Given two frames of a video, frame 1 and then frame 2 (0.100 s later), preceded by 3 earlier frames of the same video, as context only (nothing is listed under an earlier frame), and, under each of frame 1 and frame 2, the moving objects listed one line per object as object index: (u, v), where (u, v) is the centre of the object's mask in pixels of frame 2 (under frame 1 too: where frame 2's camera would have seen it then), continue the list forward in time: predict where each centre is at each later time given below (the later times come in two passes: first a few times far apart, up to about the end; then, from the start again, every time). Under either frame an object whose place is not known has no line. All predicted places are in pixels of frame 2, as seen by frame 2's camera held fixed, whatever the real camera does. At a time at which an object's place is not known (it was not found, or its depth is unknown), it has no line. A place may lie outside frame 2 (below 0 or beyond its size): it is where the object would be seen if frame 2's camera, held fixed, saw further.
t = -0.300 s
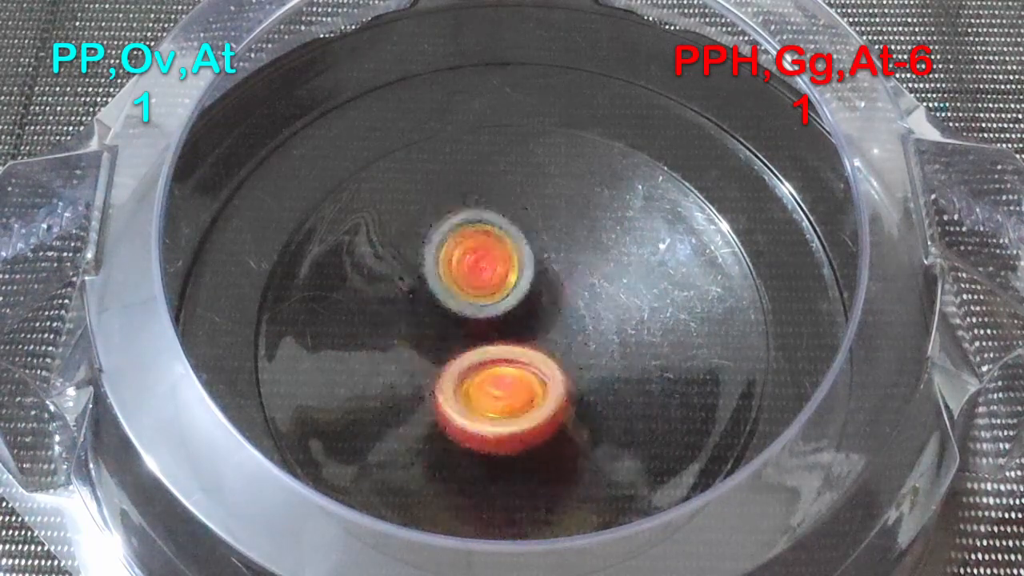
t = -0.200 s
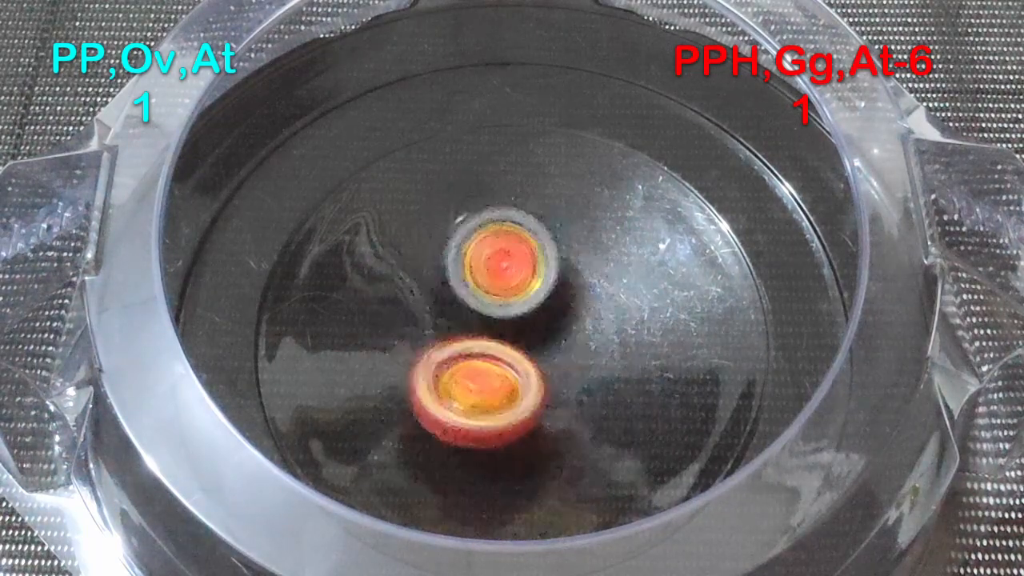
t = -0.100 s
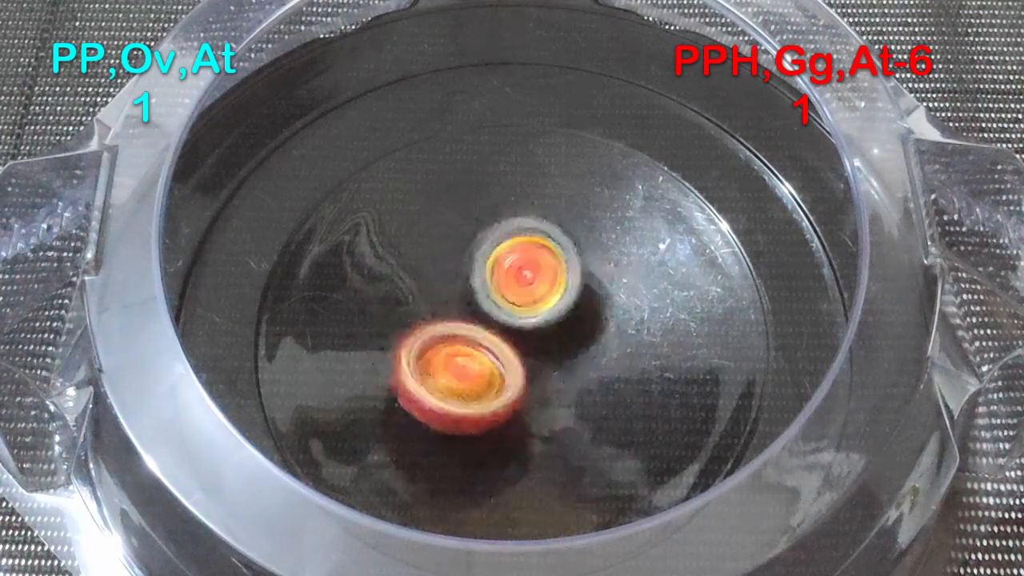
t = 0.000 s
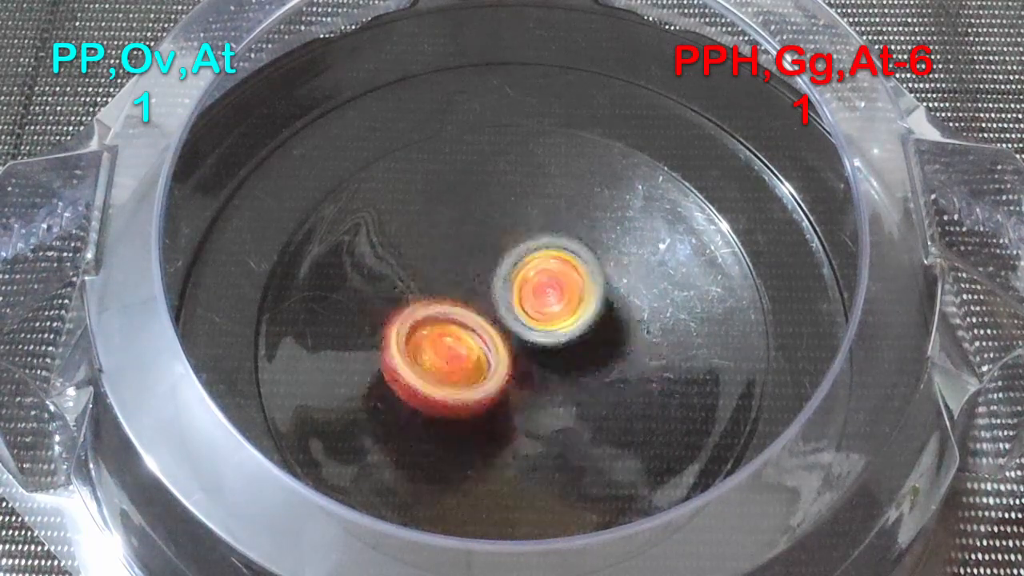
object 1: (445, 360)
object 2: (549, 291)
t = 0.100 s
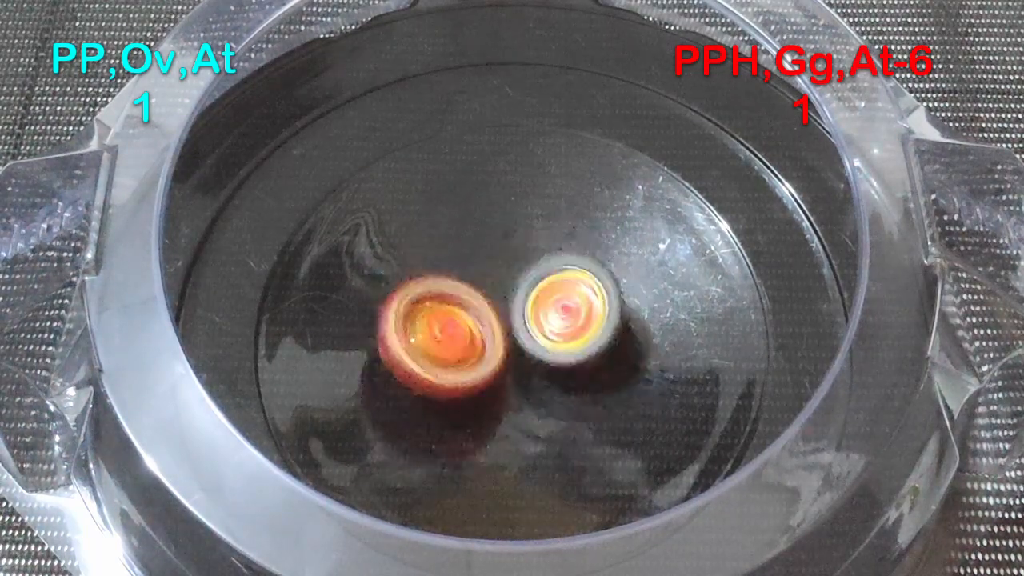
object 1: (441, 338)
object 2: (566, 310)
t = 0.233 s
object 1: (450, 309)
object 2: (574, 344)
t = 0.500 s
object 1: (504, 277)
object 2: (533, 392)
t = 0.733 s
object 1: (556, 287)
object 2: (476, 385)
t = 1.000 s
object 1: (582, 336)
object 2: (450, 325)
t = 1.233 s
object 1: (554, 377)
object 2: (481, 275)
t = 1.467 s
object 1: (497, 383)
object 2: (530, 268)
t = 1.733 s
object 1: (439, 350)
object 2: (572, 311)
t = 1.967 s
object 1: (446, 305)
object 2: (555, 370)
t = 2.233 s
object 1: (502, 281)
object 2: (504, 399)
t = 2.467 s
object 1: (555, 299)
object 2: (457, 371)
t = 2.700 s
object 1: (577, 342)
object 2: (443, 322)
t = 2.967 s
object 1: (535, 391)
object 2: (490, 276)
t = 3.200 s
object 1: (475, 382)
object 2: (546, 288)
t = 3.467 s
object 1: (449, 323)
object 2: (570, 350)
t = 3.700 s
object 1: (493, 280)
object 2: (526, 402)
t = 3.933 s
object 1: (549, 295)
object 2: (469, 386)
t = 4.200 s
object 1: (559, 359)
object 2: (441, 306)
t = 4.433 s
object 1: (509, 394)
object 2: (490, 275)
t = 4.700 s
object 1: (455, 364)
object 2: (567, 309)
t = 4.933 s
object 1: (464, 303)
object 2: (574, 367)
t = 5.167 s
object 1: (519, 279)
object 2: (503, 401)
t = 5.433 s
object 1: (561, 324)
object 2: (453, 377)
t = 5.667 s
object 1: (543, 383)
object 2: (430, 324)
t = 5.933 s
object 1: (465, 395)
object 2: (442, 293)
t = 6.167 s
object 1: (417, 369)
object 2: (478, 301)
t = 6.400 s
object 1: (412, 334)
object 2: (520, 351)
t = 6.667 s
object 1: (422, 316)
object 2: (522, 343)
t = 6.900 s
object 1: (426, 317)
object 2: (523, 342)
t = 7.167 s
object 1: (426, 317)
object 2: (523, 342)
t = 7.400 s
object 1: (426, 317)
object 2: (523, 342)
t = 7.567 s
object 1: (426, 317)
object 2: (523, 342)
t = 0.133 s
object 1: (442, 332)
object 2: (570, 319)
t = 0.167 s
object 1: (443, 324)
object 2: (573, 327)
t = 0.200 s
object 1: (446, 317)
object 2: (574, 337)
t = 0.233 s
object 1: (450, 309)
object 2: (574, 344)
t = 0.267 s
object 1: (455, 303)
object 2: (572, 352)
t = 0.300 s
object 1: (461, 297)
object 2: (570, 360)
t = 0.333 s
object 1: (467, 292)
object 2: (566, 367)
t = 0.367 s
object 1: (474, 288)
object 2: (563, 374)
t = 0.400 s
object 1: (481, 284)
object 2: (556, 379)
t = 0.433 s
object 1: (488, 282)
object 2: (549, 385)
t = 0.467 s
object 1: (496, 279)
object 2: (542, 389)
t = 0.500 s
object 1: (504, 277)
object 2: (533, 392)
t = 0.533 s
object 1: (512, 276)
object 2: (524, 395)
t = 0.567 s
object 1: (520, 275)
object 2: (516, 395)
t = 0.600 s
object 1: (529, 276)
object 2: (509, 395)
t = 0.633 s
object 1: (536, 277)
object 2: (499, 393)
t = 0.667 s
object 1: (543, 280)
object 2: (492, 392)
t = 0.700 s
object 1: (551, 283)
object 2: (483, 388)
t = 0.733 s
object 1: (556, 287)
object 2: (476, 385)
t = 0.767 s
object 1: (563, 291)
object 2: (470, 379)
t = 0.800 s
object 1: (567, 295)
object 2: (464, 373)
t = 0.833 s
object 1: (572, 302)
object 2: (459, 365)
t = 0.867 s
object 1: (576, 308)
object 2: (455, 358)
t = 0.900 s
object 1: (579, 314)
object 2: (453, 351)
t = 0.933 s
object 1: (580, 321)
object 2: (451, 342)
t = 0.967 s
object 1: (581, 328)
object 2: (450, 334)
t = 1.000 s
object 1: (582, 336)
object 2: (450, 325)
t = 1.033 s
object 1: (580, 343)
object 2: (451, 317)
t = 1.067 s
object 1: (578, 350)
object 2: (453, 309)
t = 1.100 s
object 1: (575, 356)
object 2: (457, 302)
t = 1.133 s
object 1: (570, 362)
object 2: (462, 295)
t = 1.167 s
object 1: (565, 367)
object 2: (467, 288)
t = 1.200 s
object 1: (559, 373)
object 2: (474, 281)
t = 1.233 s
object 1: (554, 377)
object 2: (481, 275)
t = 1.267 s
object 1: (546, 380)
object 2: (488, 271)
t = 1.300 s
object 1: (539, 383)
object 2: (493, 267)
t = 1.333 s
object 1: (530, 385)
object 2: (502, 265)
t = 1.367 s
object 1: (522, 386)
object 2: (510, 263)
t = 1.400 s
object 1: (514, 385)
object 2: (516, 264)
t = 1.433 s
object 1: (504, 384)
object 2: (524, 264)
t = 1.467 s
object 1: (497, 383)
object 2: (530, 268)
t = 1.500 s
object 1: (488, 380)
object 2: (537, 270)
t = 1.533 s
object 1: (482, 377)
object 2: (543, 275)
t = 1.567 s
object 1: (472, 373)
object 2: (551, 280)
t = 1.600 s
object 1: (463, 370)
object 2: (559, 283)
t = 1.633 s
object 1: (454, 365)
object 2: (566, 289)
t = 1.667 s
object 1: (448, 361)
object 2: (568, 295)
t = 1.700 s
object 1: (443, 356)
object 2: (570, 303)
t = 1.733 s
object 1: (439, 350)
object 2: (572, 311)
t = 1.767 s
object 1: (436, 344)
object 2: (573, 318)
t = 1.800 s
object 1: (436, 339)
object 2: (571, 327)
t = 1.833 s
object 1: (436, 332)
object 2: (568, 337)
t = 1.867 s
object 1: (437, 326)
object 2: (565, 343)
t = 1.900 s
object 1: (438, 319)
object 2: (560, 354)
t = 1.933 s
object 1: (441, 312)
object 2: (558, 362)
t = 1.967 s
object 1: (446, 305)
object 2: (555, 370)
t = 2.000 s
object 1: (450, 301)
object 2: (550, 376)
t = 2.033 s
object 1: (456, 294)
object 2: (546, 383)
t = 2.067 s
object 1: (462, 290)
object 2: (539, 389)
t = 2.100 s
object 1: (469, 287)
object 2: (533, 393)
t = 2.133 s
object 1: (477, 283)
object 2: (527, 396)
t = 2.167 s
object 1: (486, 282)
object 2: (520, 398)
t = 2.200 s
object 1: (493, 281)
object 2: (513, 399)
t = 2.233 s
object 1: (502, 281)
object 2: (504, 399)
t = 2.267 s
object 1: (510, 281)
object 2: (496, 396)
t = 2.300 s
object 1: (519, 282)
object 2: (488, 395)
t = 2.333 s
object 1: (527, 284)
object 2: (480, 392)
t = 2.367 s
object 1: (535, 286)
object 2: (473, 387)
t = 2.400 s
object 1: (542, 289)
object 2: (466, 382)
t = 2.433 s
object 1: (550, 294)
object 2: (461, 377)
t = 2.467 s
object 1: (555, 299)
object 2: (457, 371)
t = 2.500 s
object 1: (564, 303)
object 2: (448, 363)
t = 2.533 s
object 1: (573, 308)
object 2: (439, 357)
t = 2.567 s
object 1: (577, 314)
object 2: (436, 351)
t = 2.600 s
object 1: (578, 320)
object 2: (435, 345)
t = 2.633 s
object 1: (580, 327)
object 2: (436, 337)
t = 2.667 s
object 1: (579, 334)
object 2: (438, 330)
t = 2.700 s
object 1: (577, 342)
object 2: (443, 322)
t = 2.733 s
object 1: (574, 348)
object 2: (448, 314)
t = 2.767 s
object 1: (570, 356)
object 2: (455, 308)
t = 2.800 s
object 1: (565, 363)
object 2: (459, 301)
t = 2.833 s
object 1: (562, 369)
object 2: (463, 291)
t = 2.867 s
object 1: (555, 373)
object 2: (471, 288)
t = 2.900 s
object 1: (549, 380)
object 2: (475, 283)
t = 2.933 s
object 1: (542, 388)
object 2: (482, 278)
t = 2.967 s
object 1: (535, 391)
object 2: (490, 276)
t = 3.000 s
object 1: (526, 393)
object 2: (499, 274)
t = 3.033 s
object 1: (518, 394)
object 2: (507, 274)
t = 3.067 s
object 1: (509, 393)
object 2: (515, 274)
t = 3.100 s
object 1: (501, 393)
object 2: (522, 277)
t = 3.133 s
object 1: (491, 390)
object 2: (529, 280)
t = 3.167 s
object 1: (482, 386)
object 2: (537, 285)
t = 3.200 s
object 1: (475, 382)
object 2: (546, 288)
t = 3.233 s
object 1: (467, 376)
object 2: (553, 296)
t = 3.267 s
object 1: (460, 371)
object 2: (561, 300)
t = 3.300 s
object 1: (454, 364)
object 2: (566, 309)
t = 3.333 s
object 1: (451, 356)
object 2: (570, 316)
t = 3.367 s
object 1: (449, 348)
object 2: (572, 325)
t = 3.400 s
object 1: (448, 338)
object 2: (573, 333)
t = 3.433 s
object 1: (448, 331)
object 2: (572, 340)
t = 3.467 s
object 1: (449, 323)
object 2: (570, 350)
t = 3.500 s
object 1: (452, 315)
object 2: (566, 359)
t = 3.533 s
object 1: (456, 308)
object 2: (562, 366)
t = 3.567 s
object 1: (461, 301)
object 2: (558, 374)
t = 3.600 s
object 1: (468, 290)
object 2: (551, 384)
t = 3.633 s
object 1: (477, 285)
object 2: (543, 392)
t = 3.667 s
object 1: (485, 282)
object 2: (532, 399)
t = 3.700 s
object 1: (493, 280)
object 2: (526, 402)
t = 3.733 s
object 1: (501, 280)
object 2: (518, 405)
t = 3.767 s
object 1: (510, 279)
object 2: (507, 405)
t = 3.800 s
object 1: (519, 281)
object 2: (497, 404)
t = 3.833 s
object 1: (526, 282)
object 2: (490, 402)
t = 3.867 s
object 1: (535, 285)
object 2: (482, 397)
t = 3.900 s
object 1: (541, 290)
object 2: (475, 392)
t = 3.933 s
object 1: (549, 295)
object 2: (469, 386)
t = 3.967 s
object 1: (555, 300)
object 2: (464, 378)
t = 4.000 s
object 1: (562, 305)
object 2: (454, 369)
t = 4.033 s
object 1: (566, 313)
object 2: (449, 359)
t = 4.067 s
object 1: (567, 322)
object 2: (445, 349)
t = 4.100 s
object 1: (569, 331)
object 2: (441, 337)
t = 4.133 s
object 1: (567, 341)
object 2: (439, 325)
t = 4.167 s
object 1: (565, 349)
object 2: (439, 317)
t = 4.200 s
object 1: (559, 359)
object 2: (441, 306)
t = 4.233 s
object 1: (553, 368)
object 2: (444, 298)
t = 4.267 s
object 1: (547, 375)
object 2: (450, 291)
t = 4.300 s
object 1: (541, 381)
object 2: (457, 283)
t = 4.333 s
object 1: (533, 386)
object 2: (463, 280)
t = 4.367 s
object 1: (525, 390)
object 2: (473, 277)
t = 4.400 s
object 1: (515, 393)
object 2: (481, 273)
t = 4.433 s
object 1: (509, 394)
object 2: (490, 275)
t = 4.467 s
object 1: (501, 394)
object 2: (499, 275)
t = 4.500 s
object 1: (491, 392)
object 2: (508, 277)
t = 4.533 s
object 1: (484, 390)
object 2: (519, 280)
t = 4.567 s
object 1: (477, 386)
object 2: (528, 285)
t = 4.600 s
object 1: (473, 382)
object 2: (539, 292)
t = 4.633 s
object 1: (467, 376)
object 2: (547, 297)
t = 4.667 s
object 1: (460, 370)
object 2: (556, 305)
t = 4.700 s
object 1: (455, 364)
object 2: (567, 309)
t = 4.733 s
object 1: (452, 356)
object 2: (575, 319)
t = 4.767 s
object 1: (450, 347)
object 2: (581, 326)
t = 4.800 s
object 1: (451, 338)
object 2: (583, 336)
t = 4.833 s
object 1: (452, 329)
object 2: (586, 345)
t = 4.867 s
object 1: (455, 319)
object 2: (583, 352)
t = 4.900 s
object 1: (459, 311)
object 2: (580, 359)
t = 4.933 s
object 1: (464, 303)
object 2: (574, 367)
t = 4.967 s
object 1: (472, 296)
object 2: (567, 372)
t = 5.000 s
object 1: (479, 291)
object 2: (557, 378)
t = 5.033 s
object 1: (485, 287)
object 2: (546, 385)
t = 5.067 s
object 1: (494, 280)
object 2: (538, 391)
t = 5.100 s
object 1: (502, 279)
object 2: (525, 396)
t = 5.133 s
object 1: (510, 278)
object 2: (517, 398)
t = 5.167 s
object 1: (519, 279)
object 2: (503, 401)
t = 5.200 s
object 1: (526, 281)
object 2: (491, 401)
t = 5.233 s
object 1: (534, 284)
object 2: (484, 401)
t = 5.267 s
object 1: (541, 289)
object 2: (474, 398)
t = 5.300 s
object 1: (545, 294)
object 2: (469, 396)
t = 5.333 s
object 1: (551, 300)
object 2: (462, 391)
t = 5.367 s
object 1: (555, 307)
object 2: (456, 387)
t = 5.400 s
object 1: (558, 317)
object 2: (454, 381)
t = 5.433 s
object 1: (561, 324)
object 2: (453, 377)
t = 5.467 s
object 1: (563, 333)
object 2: (443, 369)
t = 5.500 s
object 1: (562, 345)
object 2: (438, 361)
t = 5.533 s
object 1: (562, 353)
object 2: (436, 353)
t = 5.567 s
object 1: (558, 364)
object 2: (432, 344)
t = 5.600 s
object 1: (554, 371)
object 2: (429, 334)
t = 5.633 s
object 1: (548, 378)
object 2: (429, 329)
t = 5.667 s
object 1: (543, 383)
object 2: (430, 324)
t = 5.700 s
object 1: (534, 387)
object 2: (431, 322)
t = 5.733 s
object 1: (527, 389)
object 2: (435, 320)
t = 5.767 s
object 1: (517, 391)
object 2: (438, 319)
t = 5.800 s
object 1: (509, 393)
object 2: (440, 315)
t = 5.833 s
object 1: (495, 395)
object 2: (442, 306)
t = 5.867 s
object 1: (483, 397)
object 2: (443, 300)
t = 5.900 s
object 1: (473, 395)
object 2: (442, 295)
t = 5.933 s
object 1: (465, 395)
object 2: (442, 293)
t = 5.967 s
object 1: (456, 394)
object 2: (442, 292)
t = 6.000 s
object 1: (449, 392)
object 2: (445, 289)
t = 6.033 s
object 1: (441, 391)
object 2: (448, 287)
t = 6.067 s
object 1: (434, 387)
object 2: (453, 290)
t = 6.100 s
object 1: (429, 382)
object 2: (461, 292)
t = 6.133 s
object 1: (422, 376)
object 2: (469, 295)
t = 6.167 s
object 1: (417, 369)
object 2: (478, 301)
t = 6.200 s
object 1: (411, 362)
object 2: (489, 307)
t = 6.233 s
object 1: (409, 355)
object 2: (500, 314)
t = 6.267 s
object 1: (408, 350)
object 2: (509, 324)
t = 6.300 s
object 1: (409, 345)
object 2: (515, 332)
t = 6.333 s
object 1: (410, 342)
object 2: (518, 339)
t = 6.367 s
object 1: (412, 339)
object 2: (519, 345)
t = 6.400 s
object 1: (412, 334)
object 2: (520, 351)
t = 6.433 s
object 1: (412, 330)
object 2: (519, 354)
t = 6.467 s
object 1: (413, 327)
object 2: (519, 354)
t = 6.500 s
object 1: (415, 324)
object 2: (519, 354)
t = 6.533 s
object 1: (416, 320)
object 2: (519, 351)
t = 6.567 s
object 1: (419, 317)
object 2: (520, 349)
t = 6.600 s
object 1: (420, 315)
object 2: (521, 346)
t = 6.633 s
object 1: (421, 315)
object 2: (522, 344)
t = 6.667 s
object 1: (422, 316)
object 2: (522, 343)
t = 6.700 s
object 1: (423, 316)
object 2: (522, 342)
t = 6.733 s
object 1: (424, 316)
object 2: (522, 342)
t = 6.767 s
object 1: (425, 316)
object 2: (522, 342)
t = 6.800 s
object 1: (425, 317)
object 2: (523, 342)
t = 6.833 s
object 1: (426, 316)
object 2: (523, 342)
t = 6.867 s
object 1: (426, 317)
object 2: (523, 342)
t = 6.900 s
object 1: (426, 317)
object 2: (523, 342)
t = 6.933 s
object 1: (426, 317)
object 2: (523, 342)
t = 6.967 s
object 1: (426, 317)
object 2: (523, 342)
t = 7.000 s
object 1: (426, 317)
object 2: (523, 342)
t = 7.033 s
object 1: (426, 317)
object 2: (523, 342)
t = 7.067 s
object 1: (426, 317)
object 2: (523, 342)
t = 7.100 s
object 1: (426, 317)
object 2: (523, 342)
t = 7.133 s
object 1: (426, 317)
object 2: (523, 342)
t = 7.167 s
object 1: (426, 317)
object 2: (523, 342)
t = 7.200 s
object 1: (426, 317)
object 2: (523, 342)
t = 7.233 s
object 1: (426, 317)
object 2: (523, 342)
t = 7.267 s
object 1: (426, 317)
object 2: (523, 342)
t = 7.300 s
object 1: (426, 317)
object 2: (523, 342)
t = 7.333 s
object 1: (426, 317)
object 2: (523, 342)
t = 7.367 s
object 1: (426, 317)
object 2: (523, 342)
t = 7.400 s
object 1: (426, 317)
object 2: (523, 342)
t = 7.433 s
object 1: (426, 317)
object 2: (523, 342)
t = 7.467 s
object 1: (426, 317)
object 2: (523, 342)
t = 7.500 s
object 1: (426, 317)
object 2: (523, 342)
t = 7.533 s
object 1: (426, 317)
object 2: (523, 342)
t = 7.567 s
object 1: (426, 317)
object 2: (523, 342)
